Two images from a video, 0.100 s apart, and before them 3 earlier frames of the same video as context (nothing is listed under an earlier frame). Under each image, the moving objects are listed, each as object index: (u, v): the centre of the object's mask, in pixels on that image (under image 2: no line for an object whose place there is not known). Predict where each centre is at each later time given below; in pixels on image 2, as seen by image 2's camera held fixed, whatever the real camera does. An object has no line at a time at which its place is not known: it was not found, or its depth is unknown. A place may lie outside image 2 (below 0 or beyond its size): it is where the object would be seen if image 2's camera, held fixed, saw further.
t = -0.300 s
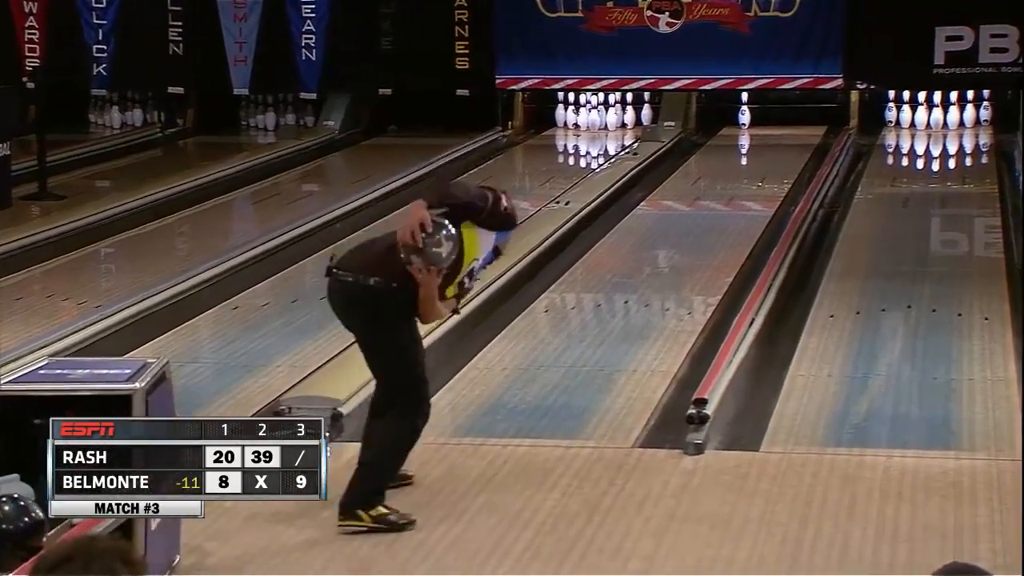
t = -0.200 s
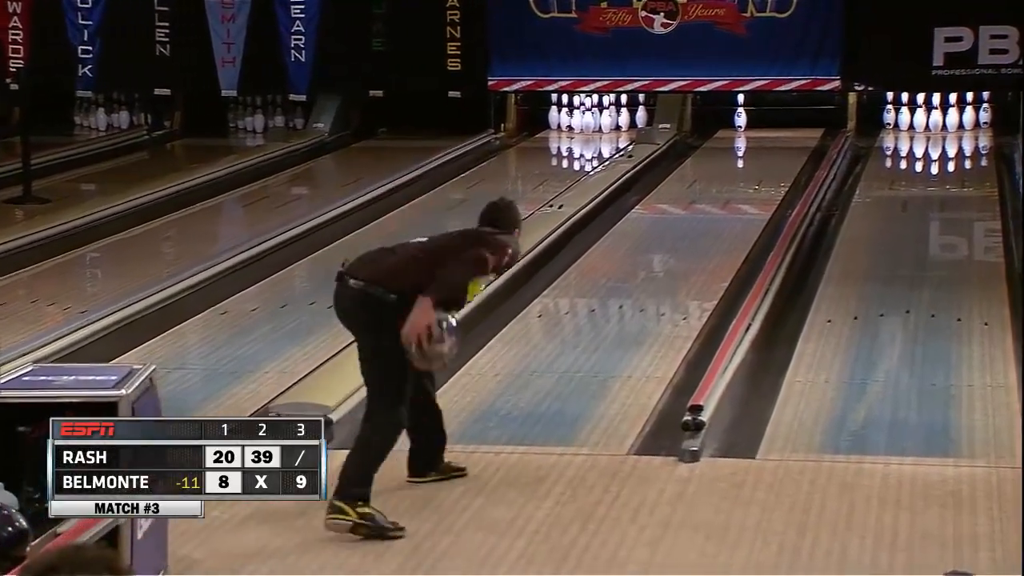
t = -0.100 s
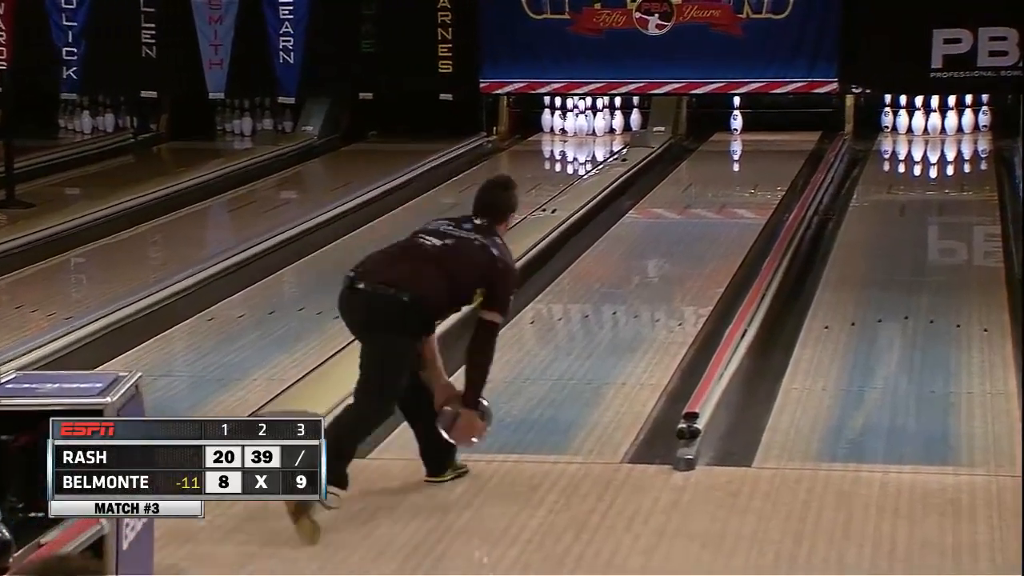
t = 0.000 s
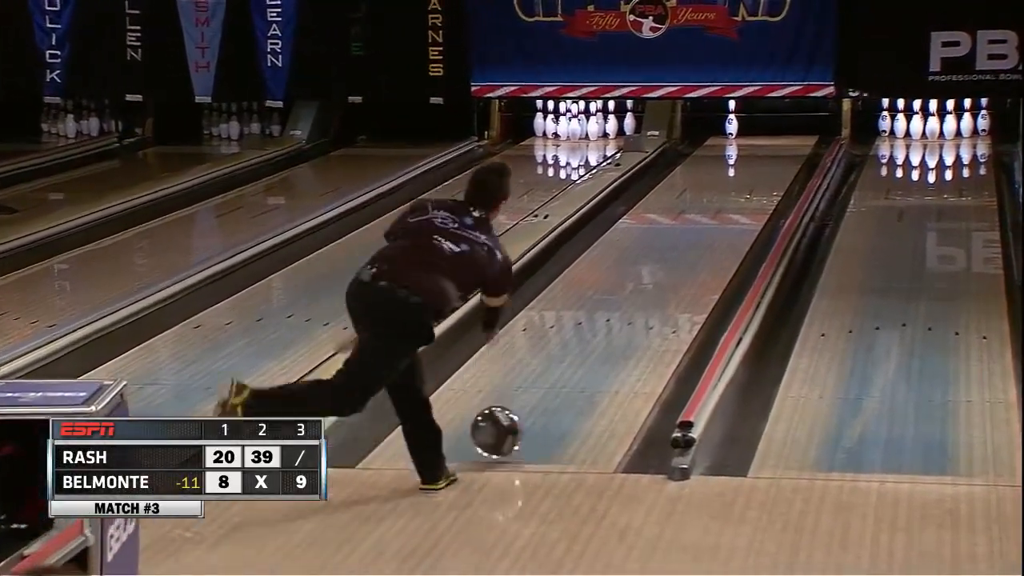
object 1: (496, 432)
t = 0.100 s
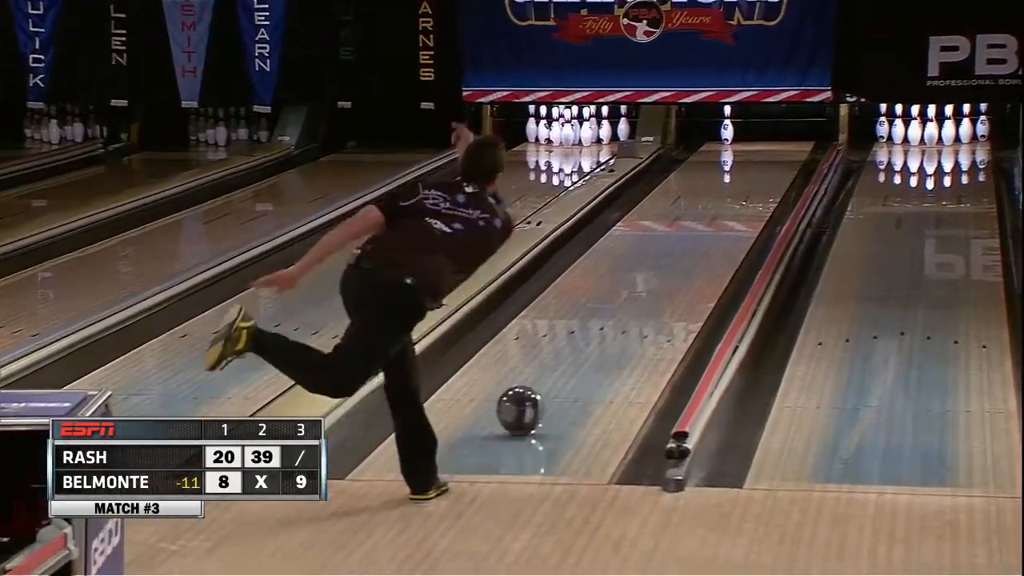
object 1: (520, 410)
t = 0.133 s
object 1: (530, 399)
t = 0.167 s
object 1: (539, 389)
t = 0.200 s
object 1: (547, 379)
